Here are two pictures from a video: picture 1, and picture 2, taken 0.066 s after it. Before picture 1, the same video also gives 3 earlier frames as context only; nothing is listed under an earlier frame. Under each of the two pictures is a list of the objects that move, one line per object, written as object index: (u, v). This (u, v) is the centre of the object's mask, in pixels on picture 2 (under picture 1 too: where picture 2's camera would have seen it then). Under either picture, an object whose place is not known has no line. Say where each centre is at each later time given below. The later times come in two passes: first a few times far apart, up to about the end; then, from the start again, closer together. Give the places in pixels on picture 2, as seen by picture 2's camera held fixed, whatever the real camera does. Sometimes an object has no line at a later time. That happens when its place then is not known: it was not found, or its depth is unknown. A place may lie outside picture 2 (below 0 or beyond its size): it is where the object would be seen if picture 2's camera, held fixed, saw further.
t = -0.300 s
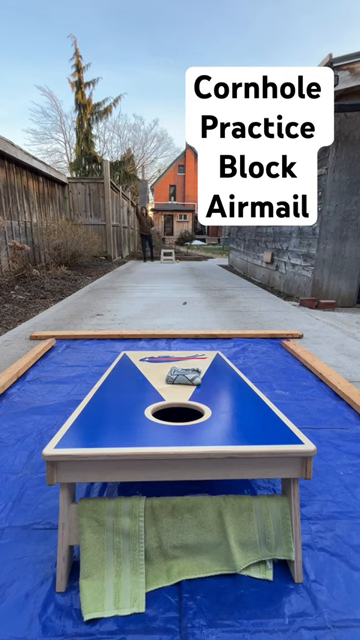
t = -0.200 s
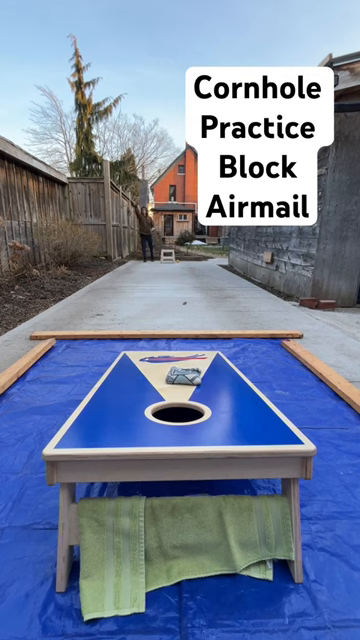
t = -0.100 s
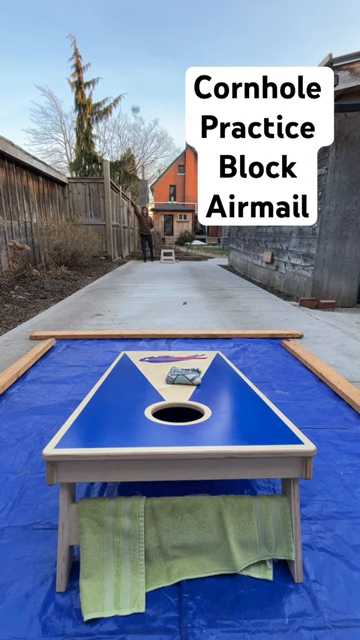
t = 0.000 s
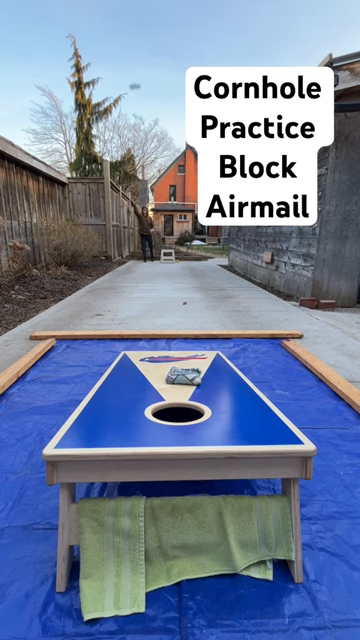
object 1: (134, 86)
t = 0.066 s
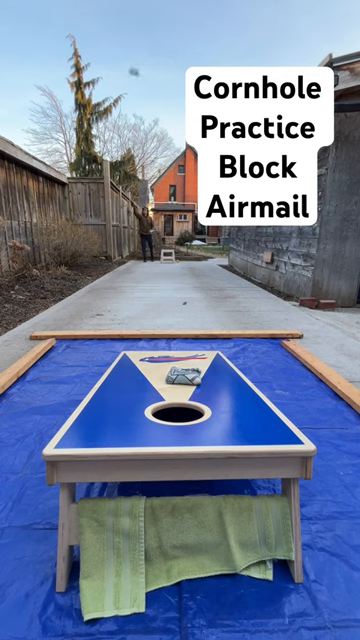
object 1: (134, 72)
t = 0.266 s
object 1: (133, 38)
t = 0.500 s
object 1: (133, 45)
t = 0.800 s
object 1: (145, 353)
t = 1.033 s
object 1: (204, 417)
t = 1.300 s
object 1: (213, 424)
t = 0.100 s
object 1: (134, 65)
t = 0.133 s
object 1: (134, 58)
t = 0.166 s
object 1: (133, 53)
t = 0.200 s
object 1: (133, 47)
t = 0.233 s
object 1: (133, 43)
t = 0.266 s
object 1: (133, 38)
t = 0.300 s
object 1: (133, 35)
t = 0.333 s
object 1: (133, 33)
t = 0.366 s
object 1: (133, 32)
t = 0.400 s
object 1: (133, 33)
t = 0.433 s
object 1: (133, 35)
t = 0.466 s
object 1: (133, 38)
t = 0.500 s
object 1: (133, 45)
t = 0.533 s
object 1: (134, 55)
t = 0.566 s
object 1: (134, 67)
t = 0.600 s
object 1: (135, 84)
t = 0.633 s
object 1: (137, 105)
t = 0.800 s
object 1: (145, 353)
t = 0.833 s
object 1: (149, 397)
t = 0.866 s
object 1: (159, 401)
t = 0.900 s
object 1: (172, 403)
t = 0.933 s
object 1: (183, 408)
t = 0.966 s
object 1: (192, 412)
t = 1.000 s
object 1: (198, 414)
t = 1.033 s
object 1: (204, 417)
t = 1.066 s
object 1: (210, 421)
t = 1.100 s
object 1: (213, 424)
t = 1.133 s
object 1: (214, 425)
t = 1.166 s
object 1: (214, 424)
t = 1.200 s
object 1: (214, 424)
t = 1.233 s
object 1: (213, 424)
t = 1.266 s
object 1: (213, 424)
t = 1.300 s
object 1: (213, 424)
